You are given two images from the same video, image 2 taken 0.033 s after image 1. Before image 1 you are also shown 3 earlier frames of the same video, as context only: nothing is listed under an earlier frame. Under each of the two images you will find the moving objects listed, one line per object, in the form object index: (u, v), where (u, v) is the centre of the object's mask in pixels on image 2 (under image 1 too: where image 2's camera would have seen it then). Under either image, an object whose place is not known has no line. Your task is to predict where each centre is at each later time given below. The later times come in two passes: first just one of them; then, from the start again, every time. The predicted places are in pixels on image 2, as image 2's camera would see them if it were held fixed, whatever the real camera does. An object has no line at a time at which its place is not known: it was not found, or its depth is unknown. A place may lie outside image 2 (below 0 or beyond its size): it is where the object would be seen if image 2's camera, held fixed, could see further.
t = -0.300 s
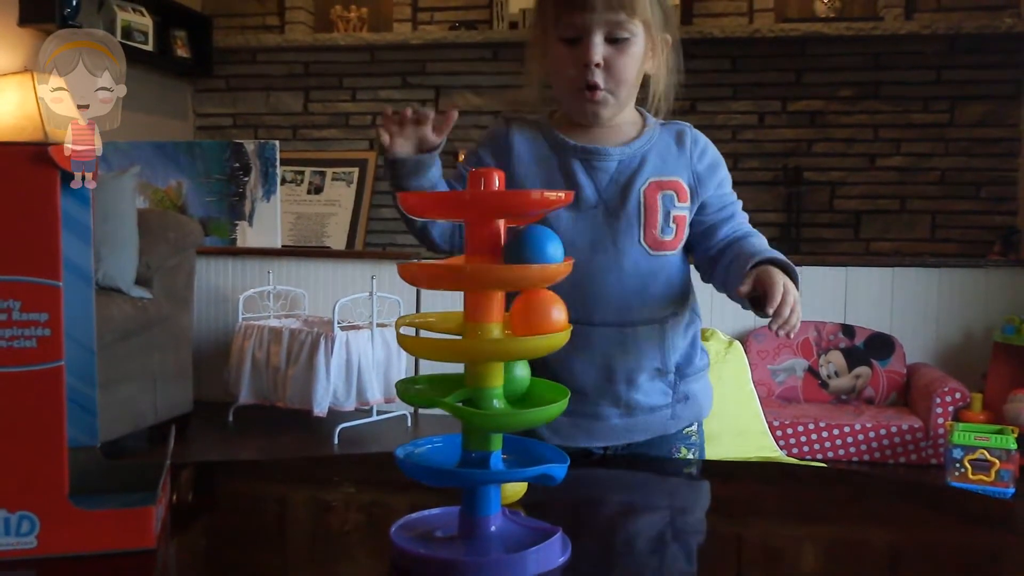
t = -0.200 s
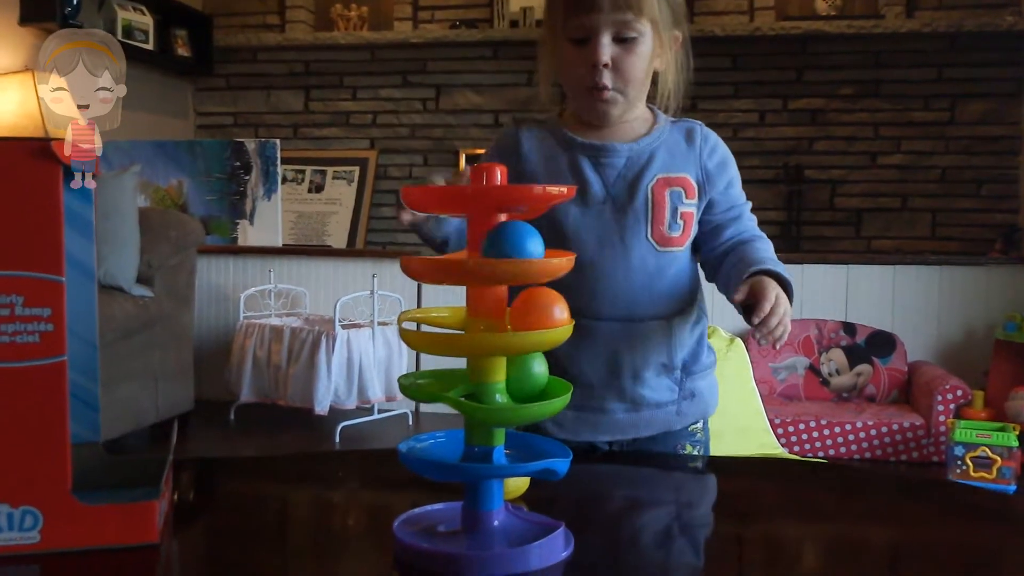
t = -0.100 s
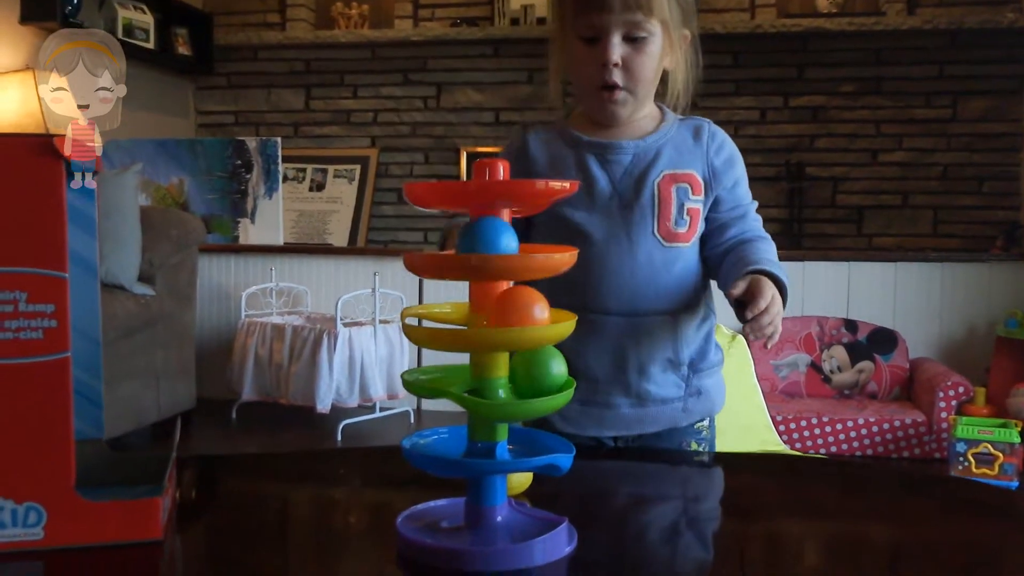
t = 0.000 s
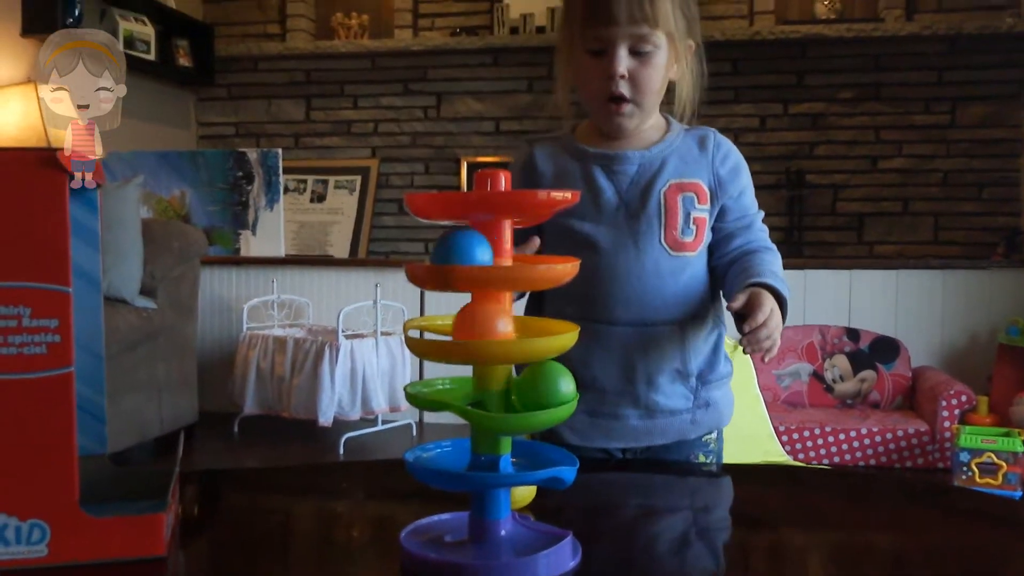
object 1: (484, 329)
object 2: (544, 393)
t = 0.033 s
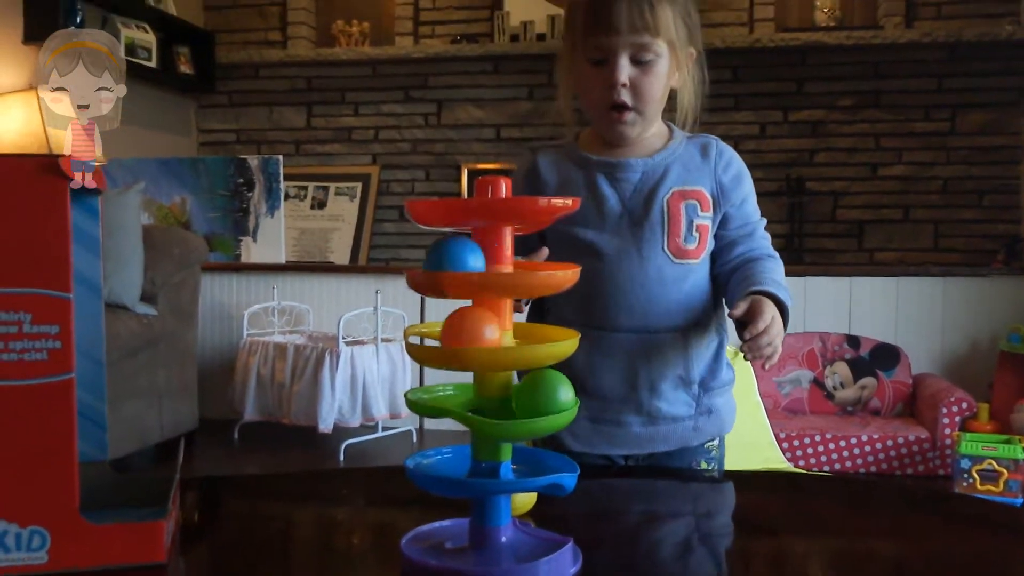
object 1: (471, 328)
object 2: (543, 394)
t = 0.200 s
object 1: (441, 333)
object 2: (517, 400)
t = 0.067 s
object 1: (460, 328)
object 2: (541, 395)
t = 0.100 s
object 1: (450, 328)
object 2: (537, 396)
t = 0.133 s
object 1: (442, 328)
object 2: (532, 398)
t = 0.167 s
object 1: (439, 329)
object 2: (525, 399)
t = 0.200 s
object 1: (441, 333)
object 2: (517, 400)
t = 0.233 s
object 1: (429, 380)
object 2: (507, 400)
